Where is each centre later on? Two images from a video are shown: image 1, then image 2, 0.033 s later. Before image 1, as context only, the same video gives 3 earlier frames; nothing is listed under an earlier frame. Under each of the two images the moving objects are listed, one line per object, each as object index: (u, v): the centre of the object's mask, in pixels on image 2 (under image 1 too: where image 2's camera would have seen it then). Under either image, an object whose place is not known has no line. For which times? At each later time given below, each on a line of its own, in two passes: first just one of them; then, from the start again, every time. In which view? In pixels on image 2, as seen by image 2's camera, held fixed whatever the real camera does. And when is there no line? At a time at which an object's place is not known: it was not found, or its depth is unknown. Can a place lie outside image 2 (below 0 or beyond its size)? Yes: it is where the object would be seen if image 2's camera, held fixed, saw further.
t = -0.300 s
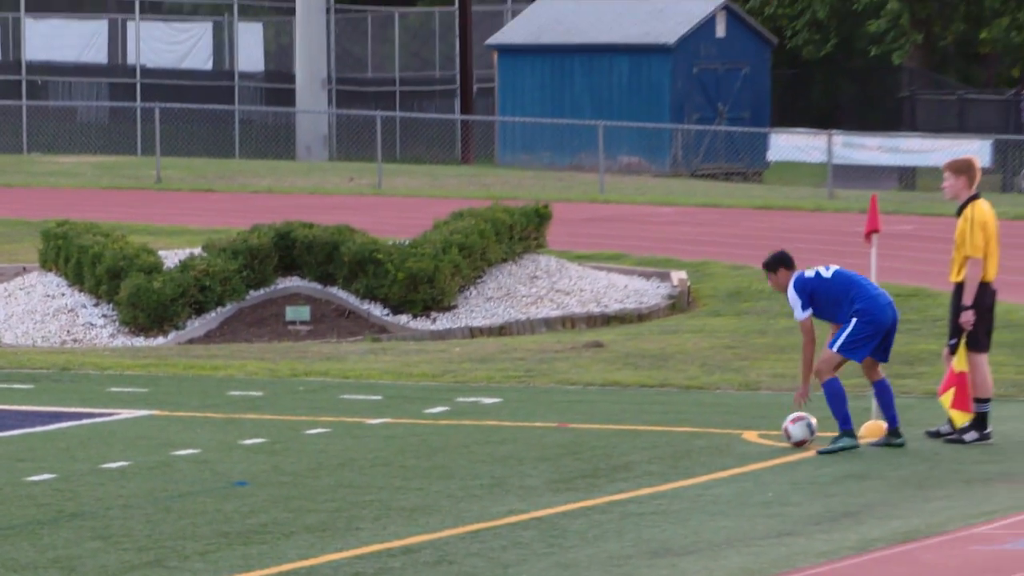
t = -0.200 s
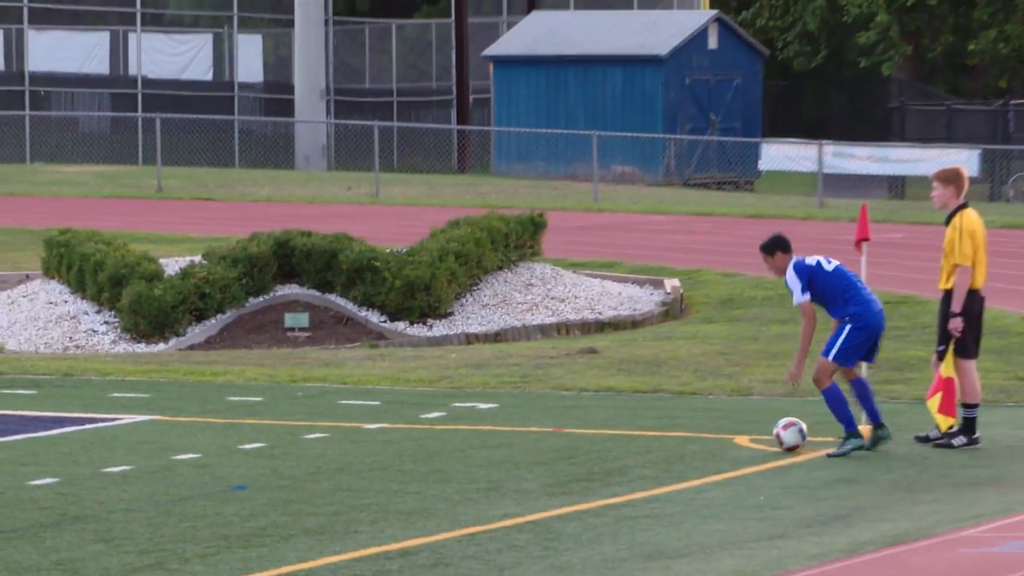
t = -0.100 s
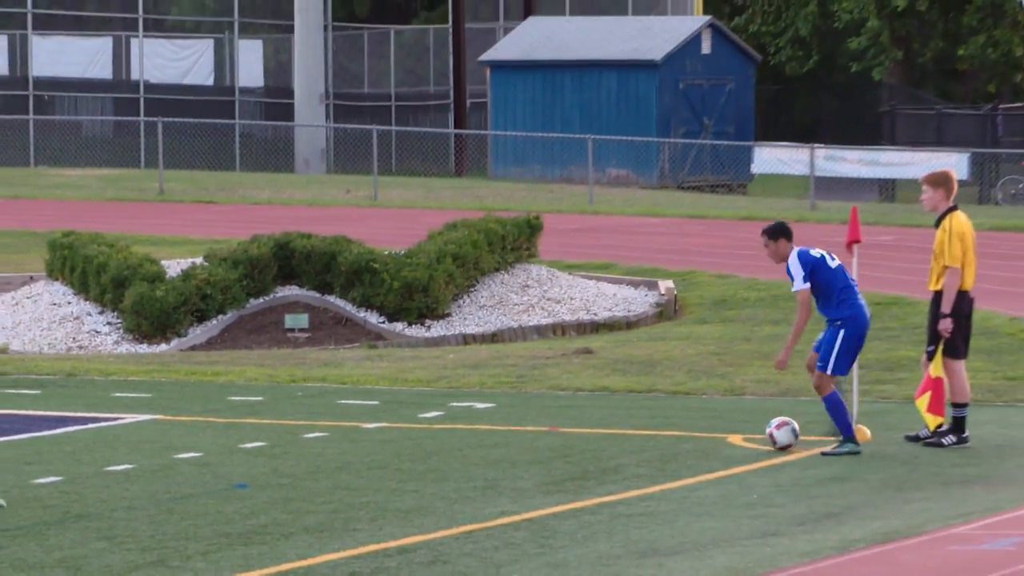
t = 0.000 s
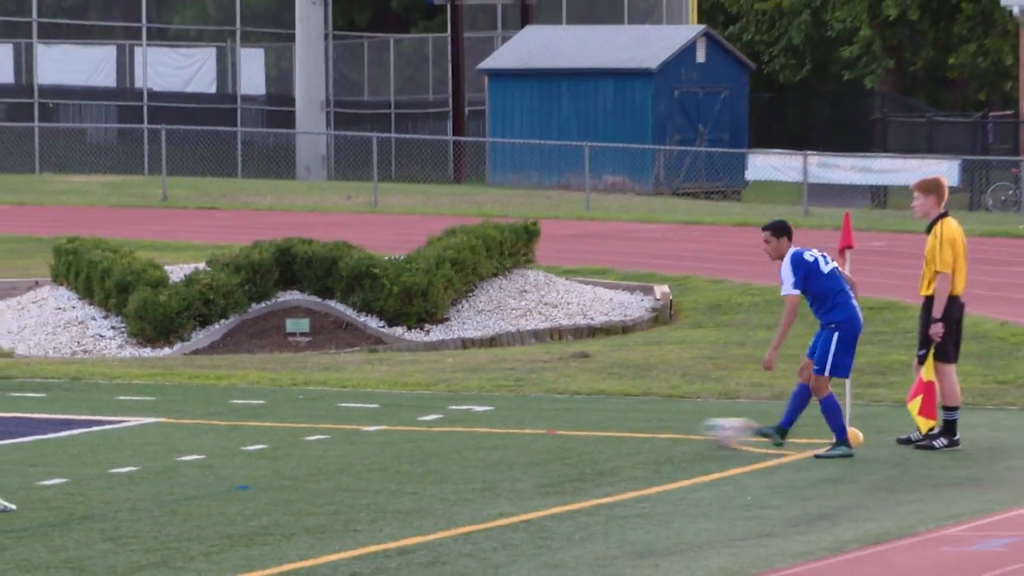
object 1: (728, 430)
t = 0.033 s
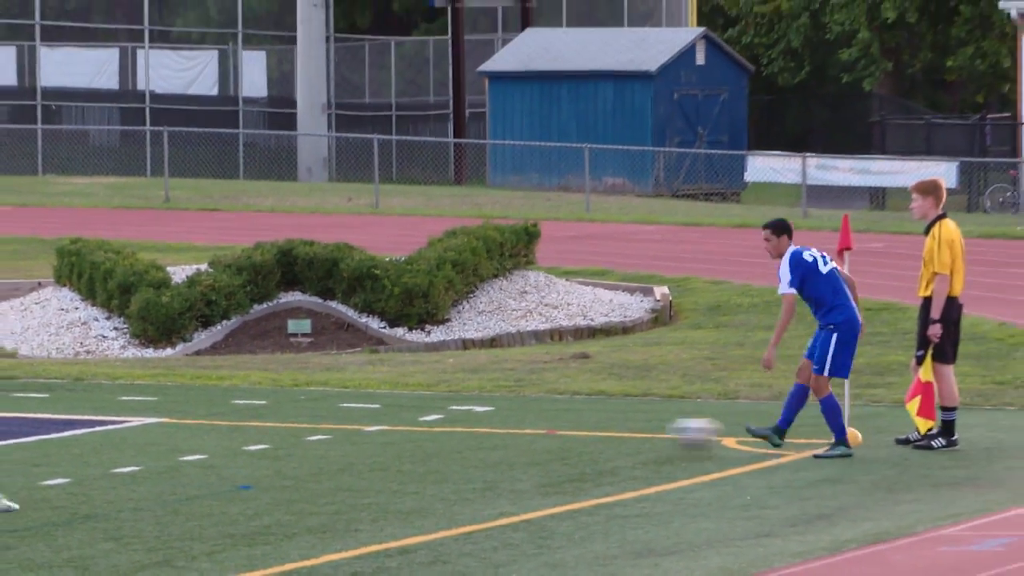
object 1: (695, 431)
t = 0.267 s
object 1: (480, 442)
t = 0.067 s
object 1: (660, 435)
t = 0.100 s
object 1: (626, 439)
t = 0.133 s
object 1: (593, 443)
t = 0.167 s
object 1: (565, 440)
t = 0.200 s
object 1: (539, 438)
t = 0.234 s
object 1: (511, 439)
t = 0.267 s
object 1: (480, 442)
